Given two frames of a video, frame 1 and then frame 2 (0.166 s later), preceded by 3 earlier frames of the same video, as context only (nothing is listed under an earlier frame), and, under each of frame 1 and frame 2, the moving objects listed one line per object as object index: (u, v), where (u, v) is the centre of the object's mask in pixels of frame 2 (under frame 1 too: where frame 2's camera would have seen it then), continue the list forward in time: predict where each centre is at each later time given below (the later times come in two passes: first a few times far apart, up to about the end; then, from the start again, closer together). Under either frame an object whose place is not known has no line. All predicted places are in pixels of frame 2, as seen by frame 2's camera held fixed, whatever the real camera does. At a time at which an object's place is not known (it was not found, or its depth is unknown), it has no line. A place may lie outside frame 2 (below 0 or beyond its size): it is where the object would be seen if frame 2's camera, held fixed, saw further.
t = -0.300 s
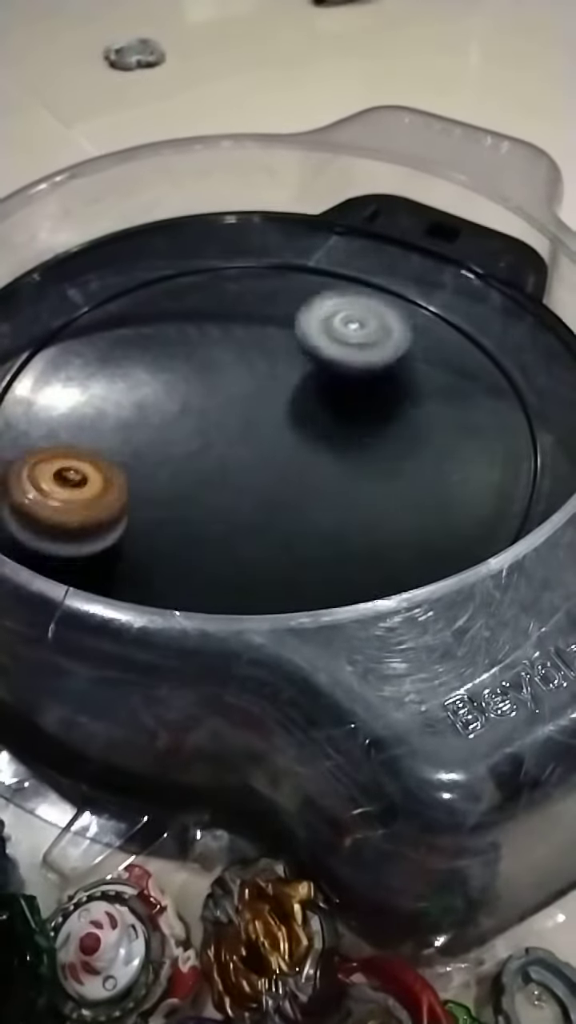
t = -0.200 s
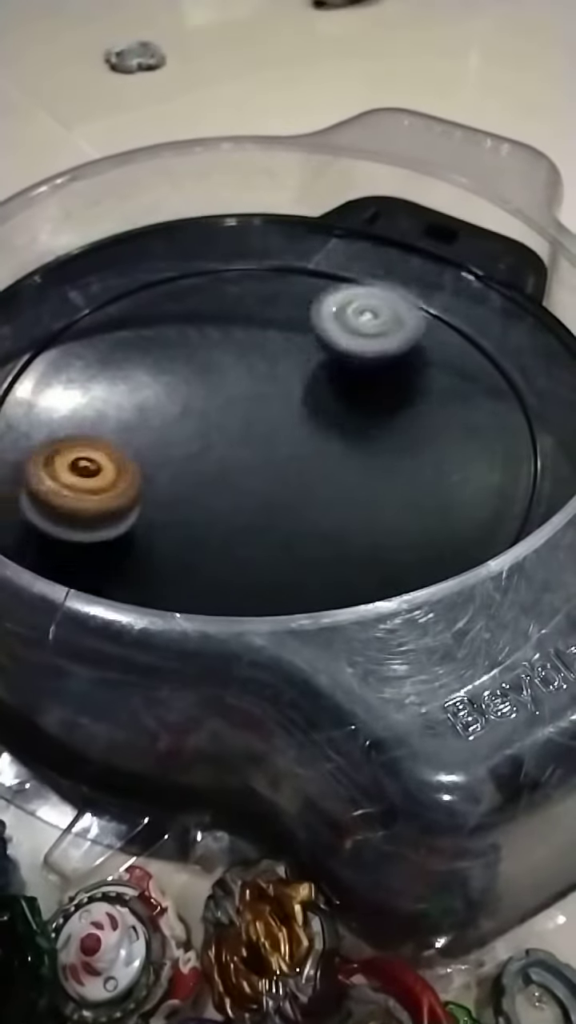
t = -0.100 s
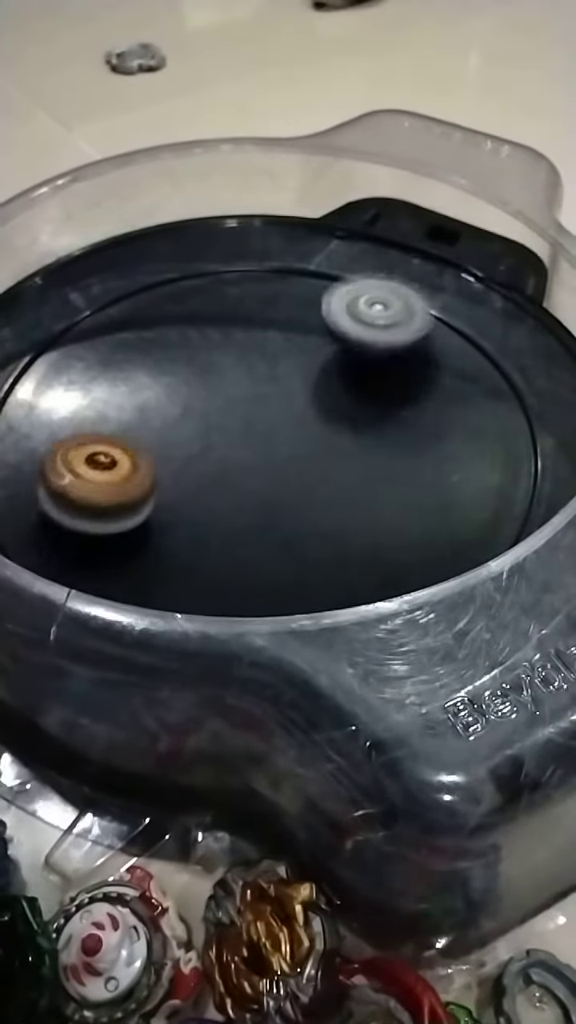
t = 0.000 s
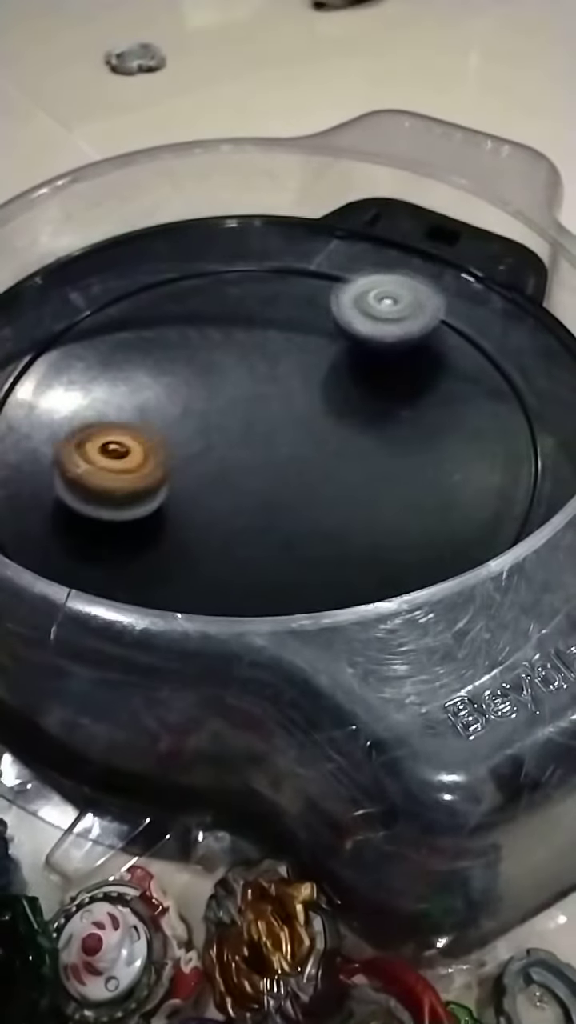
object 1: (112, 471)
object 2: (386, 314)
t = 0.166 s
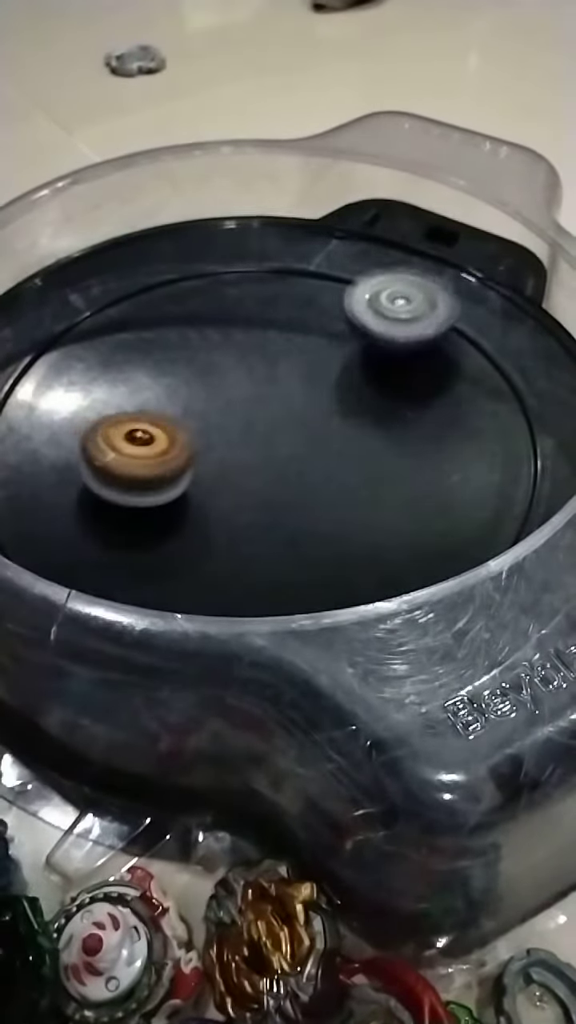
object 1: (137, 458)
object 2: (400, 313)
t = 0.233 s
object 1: (147, 456)
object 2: (404, 316)
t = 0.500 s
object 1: (190, 452)
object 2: (418, 340)
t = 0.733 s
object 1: (226, 455)
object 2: (423, 380)
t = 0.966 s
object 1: (261, 460)
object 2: (420, 433)
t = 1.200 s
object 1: (277, 464)
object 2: (413, 490)
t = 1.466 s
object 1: (242, 457)
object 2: (430, 542)
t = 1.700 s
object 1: (230, 454)
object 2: (390, 563)
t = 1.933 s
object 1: (235, 453)
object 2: (318, 581)
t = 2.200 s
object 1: (249, 456)
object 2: (207, 581)
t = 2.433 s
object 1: (267, 457)
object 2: (130, 554)
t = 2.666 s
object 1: (280, 458)
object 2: (81, 503)
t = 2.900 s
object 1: (290, 459)
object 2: (83, 440)
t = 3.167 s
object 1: (298, 457)
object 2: (125, 363)
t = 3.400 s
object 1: (302, 455)
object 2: (187, 317)
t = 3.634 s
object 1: (305, 451)
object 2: (260, 288)
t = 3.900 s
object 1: (307, 446)
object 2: (348, 277)
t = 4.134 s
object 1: (308, 441)
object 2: (419, 283)
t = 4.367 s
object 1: (310, 437)
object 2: (468, 315)
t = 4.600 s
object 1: (310, 432)
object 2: (503, 365)
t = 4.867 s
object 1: (310, 427)
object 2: (513, 423)
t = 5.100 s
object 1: (308, 421)
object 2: (489, 478)
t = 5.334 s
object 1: (306, 417)
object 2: (428, 522)
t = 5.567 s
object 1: (304, 413)
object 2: (340, 551)
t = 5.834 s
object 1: (299, 407)
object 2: (230, 554)
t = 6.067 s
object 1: (295, 404)
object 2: (148, 528)
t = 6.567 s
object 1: (286, 398)
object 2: (66, 426)
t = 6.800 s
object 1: (283, 395)
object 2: (77, 364)
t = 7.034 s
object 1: (279, 394)
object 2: (105, 318)
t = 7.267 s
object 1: (274, 392)
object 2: (152, 288)
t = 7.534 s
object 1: (268, 392)
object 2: (219, 264)
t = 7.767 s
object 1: (263, 392)
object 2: (279, 259)
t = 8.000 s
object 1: (257, 393)
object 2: (338, 266)
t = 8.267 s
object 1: (250, 395)
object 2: (394, 291)
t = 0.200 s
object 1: (141, 457)
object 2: (403, 315)
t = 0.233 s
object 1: (147, 456)
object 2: (404, 316)
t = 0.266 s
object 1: (152, 454)
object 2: (406, 318)
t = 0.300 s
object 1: (158, 454)
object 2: (410, 320)
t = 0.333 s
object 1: (163, 452)
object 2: (410, 323)
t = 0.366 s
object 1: (168, 452)
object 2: (412, 325)
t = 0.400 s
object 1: (173, 452)
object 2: (413, 329)
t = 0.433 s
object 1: (178, 452)
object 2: (417, 332)
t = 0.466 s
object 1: (184, 451)
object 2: (416, 338)
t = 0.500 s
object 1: (190, 452)
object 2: (418, 340)
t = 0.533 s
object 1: (195, 451)
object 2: (418, 346)
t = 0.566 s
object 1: (200, 452)
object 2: (420, 352)
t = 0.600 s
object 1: (205, 452)
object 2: (419, 356)
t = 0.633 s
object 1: (210, 453)
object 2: (422, 361)
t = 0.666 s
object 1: (215, 453)
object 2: (422, 367)
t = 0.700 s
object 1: (221, 454)
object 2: (423, 374)
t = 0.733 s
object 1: (226, 455)
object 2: (423, 380)
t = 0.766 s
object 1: (231, 456)
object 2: (424, 387)
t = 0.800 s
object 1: (236, 456)
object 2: (425, 394)
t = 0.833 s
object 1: (242, 457)
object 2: (422, 403)
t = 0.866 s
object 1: (246, 457)
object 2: (423, 410)
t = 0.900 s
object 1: (251, 458)
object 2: (423, 418)
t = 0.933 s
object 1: (256, 459)
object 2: (422, 427)
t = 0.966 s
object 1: (261, 460)
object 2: (420, 433)
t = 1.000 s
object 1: (266, 461)
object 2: (418, 442)
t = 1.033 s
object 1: (271, 463)
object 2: (417, 451)
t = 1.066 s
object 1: (276, 464)
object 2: (411, 459)
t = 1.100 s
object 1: (280, 464)
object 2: (408, 466)
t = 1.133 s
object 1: (283, 465)
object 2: (404, 475)
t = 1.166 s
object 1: (282, 466)
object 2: (406, 483)
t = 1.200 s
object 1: (277, 464)
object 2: (413, 490)
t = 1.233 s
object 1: (271, 463)
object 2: (420, 502)
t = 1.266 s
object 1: (266, 462)
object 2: (426, 509)
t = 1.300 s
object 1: (260, 461)
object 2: (430, 517)
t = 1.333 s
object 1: (256, 460)
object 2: (433, 523)
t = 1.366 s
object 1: (251, 460)
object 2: (434, 527)
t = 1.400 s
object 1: (248, 459)
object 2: (434, 533)
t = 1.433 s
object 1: (244, 458)
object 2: (434, 537)
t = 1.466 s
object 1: (242, 457)
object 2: (430, 542)
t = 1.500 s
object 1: (238, 456)
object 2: (427, 547)
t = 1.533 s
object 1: (237, 455)
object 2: (425, 548)
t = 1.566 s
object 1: (234, 455)
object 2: (418, 554)
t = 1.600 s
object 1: (233, 455)
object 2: (414, 556)
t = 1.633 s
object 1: (231, 454)
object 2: (405, 558)
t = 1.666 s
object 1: (231, 454)
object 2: (400, 561)
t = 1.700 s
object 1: (230, 454)
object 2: (390, 563)
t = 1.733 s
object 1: (230, 454)
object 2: (380, 570)
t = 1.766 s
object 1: (230, 454)
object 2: (375, 571)
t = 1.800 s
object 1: (231, 454)
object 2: (359, 574)
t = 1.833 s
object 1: (232, 453)
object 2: (351, 576)
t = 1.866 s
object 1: (233, 453)
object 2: (339, 576)
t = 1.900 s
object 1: (234, 453)
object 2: (329, 580)
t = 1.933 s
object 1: (235, 453)
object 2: (318, 581)
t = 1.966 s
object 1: (236, 453)
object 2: (301, 584)
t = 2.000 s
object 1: (237, 454)
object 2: (292, 584)
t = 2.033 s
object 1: (239, 454)
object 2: (275, 583)
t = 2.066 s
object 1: (240, 455)
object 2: (263, 586)
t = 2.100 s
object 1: (241, 455)
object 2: (249, 584)
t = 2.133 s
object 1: (244, 456)
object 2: (234, 584)
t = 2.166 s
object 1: (247, 456)
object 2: (224, 583)
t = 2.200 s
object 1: (249, 456)
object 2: (207, 581)
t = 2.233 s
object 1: (252, 457)
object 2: (197, 579)
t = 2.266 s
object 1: (255, 457)
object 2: (183, 574)
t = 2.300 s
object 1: (258, 457)
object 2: (172, 573)
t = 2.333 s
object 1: (260, 457)
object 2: (162, 567)
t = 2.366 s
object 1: (263, 457)
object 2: (148, 563)
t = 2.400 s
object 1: (265, 457)
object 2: (139, 561)
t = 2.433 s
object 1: (267, 457)
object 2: (130, 554)
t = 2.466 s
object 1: (269, 457)
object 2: (118, 550)
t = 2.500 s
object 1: (271, 457)
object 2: (111, 543)
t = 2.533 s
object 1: (273, 457)
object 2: (103, 535)
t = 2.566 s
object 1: (275, 458)
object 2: (95, 530)
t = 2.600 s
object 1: (277, 457)
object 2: (91, 518)
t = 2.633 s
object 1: (278, 458)
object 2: (85, 510)
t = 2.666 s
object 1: (280, 458)
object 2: (81, 503)
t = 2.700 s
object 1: (282, 458)
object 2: (82, 492)
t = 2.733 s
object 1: (284, 458)
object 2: (78, 485)
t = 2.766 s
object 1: (285, 458)
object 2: (76, 474)
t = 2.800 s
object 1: (287, 458)
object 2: (76, 468)
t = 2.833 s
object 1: (288, 458)
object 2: (77, 456)
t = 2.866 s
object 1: (290, 459)
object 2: (78, 448)
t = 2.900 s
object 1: (290, 459)
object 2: (83, 440)
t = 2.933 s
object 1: (292, 458)
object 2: (88, 431)
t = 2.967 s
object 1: (293, 458)
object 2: (91, 416)
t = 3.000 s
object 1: (294, 458)
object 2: (95, 406)
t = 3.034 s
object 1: (295, 458)
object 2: (100, 396)
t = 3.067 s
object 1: (296, 458)
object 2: (105, 388)
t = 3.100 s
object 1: (297, 458)
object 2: (113, 379)
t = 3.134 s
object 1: (298, 458)
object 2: (119, 371)
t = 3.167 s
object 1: (298, 457)
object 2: (125, 363)
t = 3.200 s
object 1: (299, 457)
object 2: (134, 355)
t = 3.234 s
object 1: (300, 457)
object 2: (141, 347)
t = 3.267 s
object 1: (300, 457)
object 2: (148, 341)
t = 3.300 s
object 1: (301, 456)
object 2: (160, 333)
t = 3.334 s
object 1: (301, 456)
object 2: (168, 326)
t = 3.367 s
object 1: (301, 455)
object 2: (176, 322)
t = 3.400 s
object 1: (302, 455)
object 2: (187, 317)
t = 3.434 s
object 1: (303, 455)
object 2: (198, 310)
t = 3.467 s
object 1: (303, 454)
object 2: (206, 306)
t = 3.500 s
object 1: (304, 453)
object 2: (217, 302)
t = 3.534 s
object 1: (304, 453)
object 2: (228, 298)
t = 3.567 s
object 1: (304, 452)
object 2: (237, 293)
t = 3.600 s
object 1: (305, 452)
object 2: (248, 292)
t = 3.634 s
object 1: (305, 451)
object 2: (260, 288)
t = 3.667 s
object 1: (305, 450)
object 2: (271, 284)
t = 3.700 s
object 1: (305, 450)
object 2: (280, 284)
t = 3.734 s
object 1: (306, 449)
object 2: (293, 283)
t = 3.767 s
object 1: (306, 449)
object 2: (306, 279)
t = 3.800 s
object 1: (307, 448)
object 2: (315, 279)
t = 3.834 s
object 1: (306, 447)
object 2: (325, 280)
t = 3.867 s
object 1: (307, 447)
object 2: (338, 278)
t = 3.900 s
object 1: (307, 446)
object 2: (348, 277)
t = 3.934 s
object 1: (307, 445)
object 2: (357, 278)
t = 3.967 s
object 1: (307, 445)
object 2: (369, 279)
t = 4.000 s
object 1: (308, 444)
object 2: (381, 279)
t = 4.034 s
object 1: (307, 443)
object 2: (389, 279)
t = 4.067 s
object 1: (307, 443)
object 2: (399, 281)
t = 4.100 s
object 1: (308, 442)
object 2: (410, 283)
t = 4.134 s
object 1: (308, 441)
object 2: (419, 283)
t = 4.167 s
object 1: (308, 441)
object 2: (427, 284)
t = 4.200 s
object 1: (308, 440)
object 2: (436, 288)
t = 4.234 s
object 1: (309, 439)
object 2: (446, 290)
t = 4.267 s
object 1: (309, 439)
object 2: (450, 294)
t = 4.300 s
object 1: (310, 437)
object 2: (455, 302)
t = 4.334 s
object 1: (310, 437)
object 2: (463, 310)
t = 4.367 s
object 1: (310, 437)
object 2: (468, 315)
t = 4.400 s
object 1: (310, 436)
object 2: (472, 323)
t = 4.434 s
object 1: (311, 435)
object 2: (478, 330)
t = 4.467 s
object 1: (310, 434)
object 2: (486, 336)
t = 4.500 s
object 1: (311, 434)
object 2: (490, 342)
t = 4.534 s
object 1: (311, 433)
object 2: (495, 349)
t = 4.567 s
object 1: (310, 433)
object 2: (499, 358)
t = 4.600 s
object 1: (310, 432)
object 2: (503, 365)
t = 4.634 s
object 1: (310, 431)
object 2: (507, 371)
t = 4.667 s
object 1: (310, 430)
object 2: (509, 379)
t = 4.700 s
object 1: (310, 430)
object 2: (511, 385)
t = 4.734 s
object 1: (310, 429)
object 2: (513, 394)
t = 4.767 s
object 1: (310, 429)
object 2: (514, 400)
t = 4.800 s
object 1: (310, 428)
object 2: (514, 408)
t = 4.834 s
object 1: (309, 427)
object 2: (515, 417)
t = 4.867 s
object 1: (310, 427)
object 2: (513, 423)
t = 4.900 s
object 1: (309, 426)
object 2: (511, 432)
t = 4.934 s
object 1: (309, 425)
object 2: (508, 439)
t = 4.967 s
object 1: (309, 424)
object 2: (506, 446)
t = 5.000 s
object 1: (308, 423)
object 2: (502, 454)
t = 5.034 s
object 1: (308, 423)
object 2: (497, 461)
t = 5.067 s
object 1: (308, 422)
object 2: (494, 470)
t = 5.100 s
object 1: (308, 421)
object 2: (489, 478)
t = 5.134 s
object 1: (307, 421)
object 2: (483, 484)
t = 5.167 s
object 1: (307, 420)
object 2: (474, 493)
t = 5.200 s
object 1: (307, 419)
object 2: (466, 498)
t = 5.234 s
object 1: (307, 419)
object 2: (457, 505)
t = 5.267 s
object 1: (306, 418)
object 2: (449, 511)
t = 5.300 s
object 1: (306, 418)
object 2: (438, 517)
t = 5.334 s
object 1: (306, 417)
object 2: (428, 522)
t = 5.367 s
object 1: (306, 416)
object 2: (419, 528)
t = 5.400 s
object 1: (305, 416)
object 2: (404, 532)
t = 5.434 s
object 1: (305, 415)
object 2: (393, 537)
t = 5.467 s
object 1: (305, 415)
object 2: (380, 541)
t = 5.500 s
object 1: (304, 414)
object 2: (367, 544)
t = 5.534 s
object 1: (304, 413)
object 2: (353, 548)
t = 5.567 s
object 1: (304, 413)
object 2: (340, 551)
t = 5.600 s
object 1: (303, 412)
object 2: (326, 554)
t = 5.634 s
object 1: (303, 411)
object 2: (312, 556)
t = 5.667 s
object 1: (302, 411)
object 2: (297, 556)
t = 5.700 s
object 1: (301, 410)
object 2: (284, 557)
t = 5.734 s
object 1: (301, 409)
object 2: (269, 558)
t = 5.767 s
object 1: (300, 409)
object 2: (257, 557)
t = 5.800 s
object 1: (300, 408)
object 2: (243, 555)
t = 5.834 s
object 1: (299, 407)
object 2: (230, 554)
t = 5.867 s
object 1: (298, 407)
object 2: (217, 553)
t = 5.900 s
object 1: (298, 406)
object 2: (205, 550)
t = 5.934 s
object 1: (297, 406)
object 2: (192, 545)
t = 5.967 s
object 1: (297, 405)
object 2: (181, 543)
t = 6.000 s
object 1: (296, 405)
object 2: (168, 539)
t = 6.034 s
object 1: (295, 404)
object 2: (158, 533)
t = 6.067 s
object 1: (295, 404)
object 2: (148, 528)
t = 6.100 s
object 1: (293, 403)
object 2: (138, 525)
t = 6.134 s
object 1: (293, 403)
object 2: (129, 519)
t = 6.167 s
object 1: (292, 403)
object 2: (120, 512)
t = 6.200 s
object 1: (292, 402)
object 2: (111, 504)
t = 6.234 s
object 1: (291, 402)
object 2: (104, 499)
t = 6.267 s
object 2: (96, 493)
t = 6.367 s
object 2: (78, 474)
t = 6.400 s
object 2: (71, 465)
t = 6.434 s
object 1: (288, 399)
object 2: (68, 458)
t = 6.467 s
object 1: (287, 399)
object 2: (68, 450)
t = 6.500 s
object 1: (287, 399)
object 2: (67, 443)
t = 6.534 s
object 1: (286, 398)
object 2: (66, 435)
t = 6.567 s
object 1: (286, 398)
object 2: (66, 426)
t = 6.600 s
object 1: (285, 397)
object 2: (65, 418)
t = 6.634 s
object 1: (285, 397)
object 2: (65, 409)
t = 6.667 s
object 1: (284, 397)
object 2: (67, 398)
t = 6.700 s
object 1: (284, 396)
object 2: (68, 388)
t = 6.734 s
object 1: (284, 396)
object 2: (71, 383)
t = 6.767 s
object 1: (283, 396)
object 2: (73, 374)
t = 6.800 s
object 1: (283, 395)
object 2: (77, 364)
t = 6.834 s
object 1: (282, 395)
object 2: (79, 358)
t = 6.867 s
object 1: (281, 395)
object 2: (81, 352)
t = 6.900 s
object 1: (281, 394)
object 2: (86, 344)
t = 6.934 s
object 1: (280, 394)
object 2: (90, 339)
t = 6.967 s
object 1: (280, 394)
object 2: (96, 330)
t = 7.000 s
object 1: (279, 394)
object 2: (101, 325)
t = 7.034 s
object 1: (279, 394)
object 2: (105, 318)
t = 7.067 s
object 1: (278, 393)
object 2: (110, 315)
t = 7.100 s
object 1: (278, 393)
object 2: (118, 309)
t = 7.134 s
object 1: (277, 393)
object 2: (125, 304)
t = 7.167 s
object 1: (276, 393)
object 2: (132, 298)
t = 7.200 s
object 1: (276, 393)
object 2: (138, 294)
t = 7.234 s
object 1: (275, 392)
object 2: (145, 290)
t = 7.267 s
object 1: (274, 392)
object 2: (152, 288)
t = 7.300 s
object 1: (273, 392)
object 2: (161, 285)
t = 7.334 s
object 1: (273, 392)
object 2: (169, 281)
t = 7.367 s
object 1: (272, 392)
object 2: (177, 278)
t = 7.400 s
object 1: (271, 392)
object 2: (184, 274)
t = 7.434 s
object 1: (270, 392)
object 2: (191, 272)
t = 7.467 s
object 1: (270, 392)
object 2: (200, 271)
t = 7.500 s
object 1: (269, 392)
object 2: (210, 266)
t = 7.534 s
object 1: (268, 392)
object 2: (219, 264)
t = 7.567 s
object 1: (267, 392)
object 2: (228, 262)
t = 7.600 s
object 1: (267, 392)
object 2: (235, 261)
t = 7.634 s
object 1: (266, 392)
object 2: (242, 261)
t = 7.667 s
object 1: (265, 392)
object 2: (251, 261)
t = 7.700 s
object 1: (265, 392)
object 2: (261, 261)
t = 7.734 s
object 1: (264, 392)
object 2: (271, 260)
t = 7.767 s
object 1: (263, 392)
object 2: (279, 259)
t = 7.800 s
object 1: (262, 393)
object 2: (287, 260)
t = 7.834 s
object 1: (261, 392)
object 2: (294, 261)
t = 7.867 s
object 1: (261, 393)
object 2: (304, 262)
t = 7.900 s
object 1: (260, 393)
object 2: (313, 263)
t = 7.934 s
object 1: (259, 393)
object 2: (322, 264)
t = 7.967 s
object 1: (258, 393)
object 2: (331, 265)
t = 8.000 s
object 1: (257, 393)
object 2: (338, 266)
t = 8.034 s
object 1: (256, 394)
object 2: (345, 268)
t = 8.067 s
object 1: (255, 393)
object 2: (352, 271)
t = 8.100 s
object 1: (254, 394)
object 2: (361, 274)
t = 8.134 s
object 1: (253, 394)
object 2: (368, 278)
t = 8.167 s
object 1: (252, 394)
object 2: (376, 280)
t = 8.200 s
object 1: (251, 394)
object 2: (383, 284)
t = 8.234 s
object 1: (250, 395)
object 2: (387, 287)
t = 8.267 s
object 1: (250, 395)
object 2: (394, 291)
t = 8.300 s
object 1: (248, 395)
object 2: (400, 296)
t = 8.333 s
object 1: (248, 395)
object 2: (407, 301)
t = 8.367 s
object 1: (247, 396)
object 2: (412, 305)
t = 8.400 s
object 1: (246, 396)
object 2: (418, 310)
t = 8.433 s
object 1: (245, 396)
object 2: (422, 316)
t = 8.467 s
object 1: (243, 396)
